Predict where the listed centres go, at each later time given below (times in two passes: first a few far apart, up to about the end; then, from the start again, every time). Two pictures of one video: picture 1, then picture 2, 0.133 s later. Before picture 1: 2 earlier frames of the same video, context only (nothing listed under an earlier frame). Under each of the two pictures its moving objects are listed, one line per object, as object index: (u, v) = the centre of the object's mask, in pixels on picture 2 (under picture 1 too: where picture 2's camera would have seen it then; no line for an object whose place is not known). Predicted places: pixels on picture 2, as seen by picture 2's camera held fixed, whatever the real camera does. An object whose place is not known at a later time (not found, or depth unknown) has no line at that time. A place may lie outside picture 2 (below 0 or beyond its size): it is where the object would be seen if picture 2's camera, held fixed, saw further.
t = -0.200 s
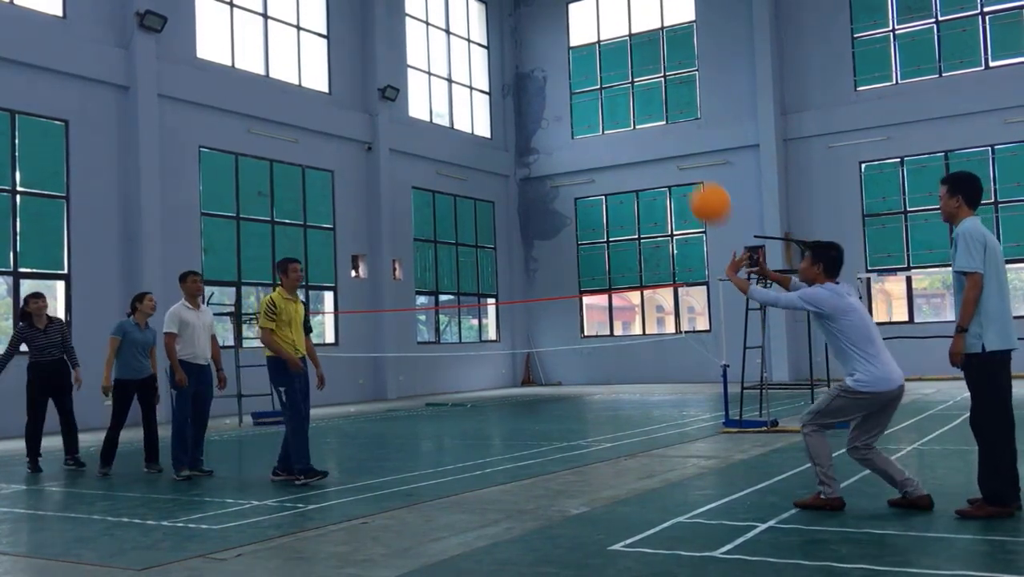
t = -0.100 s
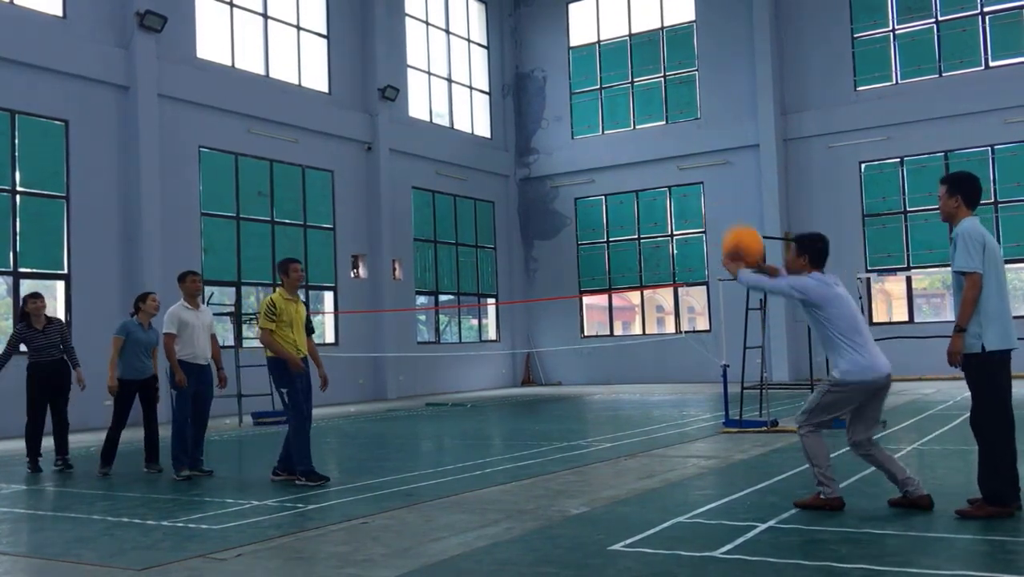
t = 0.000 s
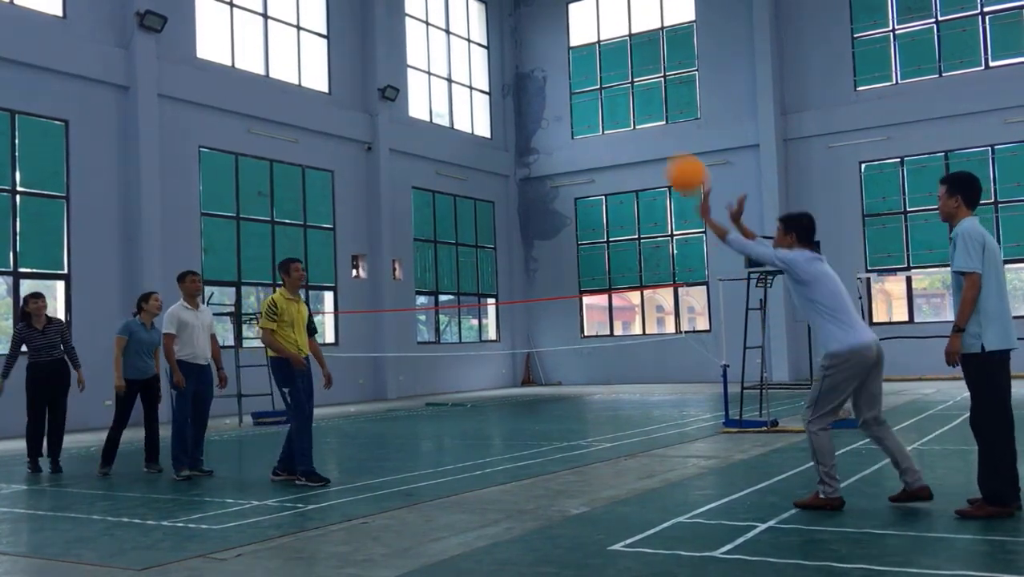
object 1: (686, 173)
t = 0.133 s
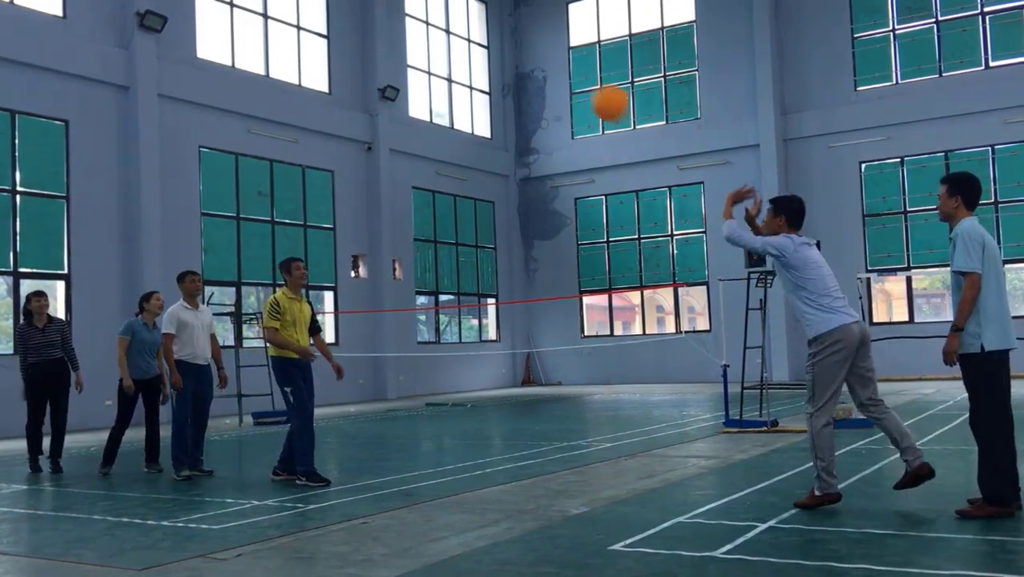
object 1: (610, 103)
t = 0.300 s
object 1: (528, 60)
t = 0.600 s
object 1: (409, 91)
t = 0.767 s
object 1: (358, 155)
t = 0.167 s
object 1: (592, 90)
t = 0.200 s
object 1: (575, 79)
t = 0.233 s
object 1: (559, 71)
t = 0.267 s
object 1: (543, 65)
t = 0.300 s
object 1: (528, 60)
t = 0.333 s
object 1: (514, 57)
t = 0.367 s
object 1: (501, 56)
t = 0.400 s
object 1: (488, 56)
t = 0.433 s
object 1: (474, 58)
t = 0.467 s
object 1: (459, 63)
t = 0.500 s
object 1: (447, 68)
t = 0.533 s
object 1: (435, 74)
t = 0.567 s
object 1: (423, 82)
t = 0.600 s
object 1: (409, 91)
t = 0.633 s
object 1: (398, 102)
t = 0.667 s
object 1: (389, 113)
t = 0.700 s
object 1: (378, 126)
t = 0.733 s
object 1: (368, 139)
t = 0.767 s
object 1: (358, 155)
